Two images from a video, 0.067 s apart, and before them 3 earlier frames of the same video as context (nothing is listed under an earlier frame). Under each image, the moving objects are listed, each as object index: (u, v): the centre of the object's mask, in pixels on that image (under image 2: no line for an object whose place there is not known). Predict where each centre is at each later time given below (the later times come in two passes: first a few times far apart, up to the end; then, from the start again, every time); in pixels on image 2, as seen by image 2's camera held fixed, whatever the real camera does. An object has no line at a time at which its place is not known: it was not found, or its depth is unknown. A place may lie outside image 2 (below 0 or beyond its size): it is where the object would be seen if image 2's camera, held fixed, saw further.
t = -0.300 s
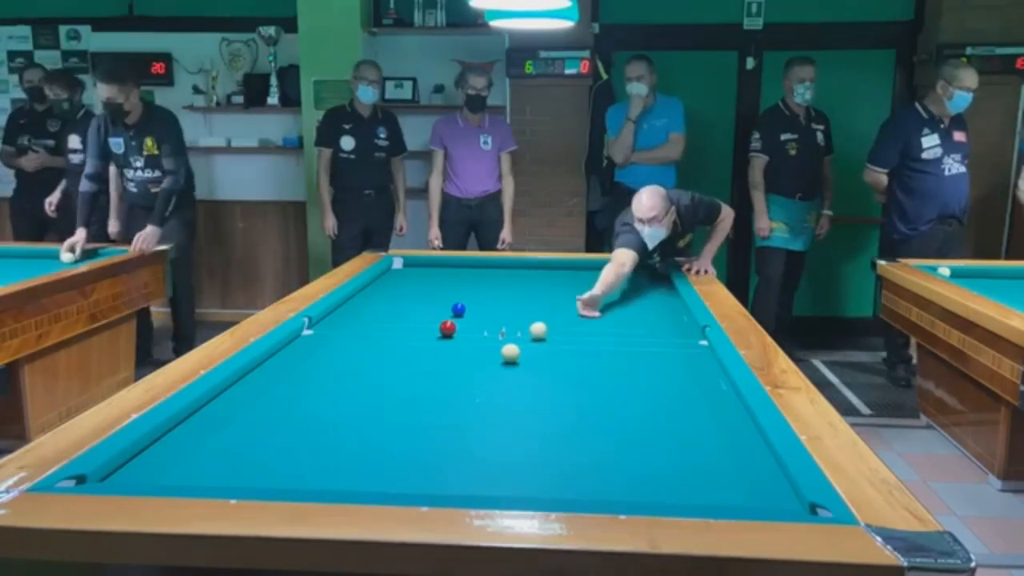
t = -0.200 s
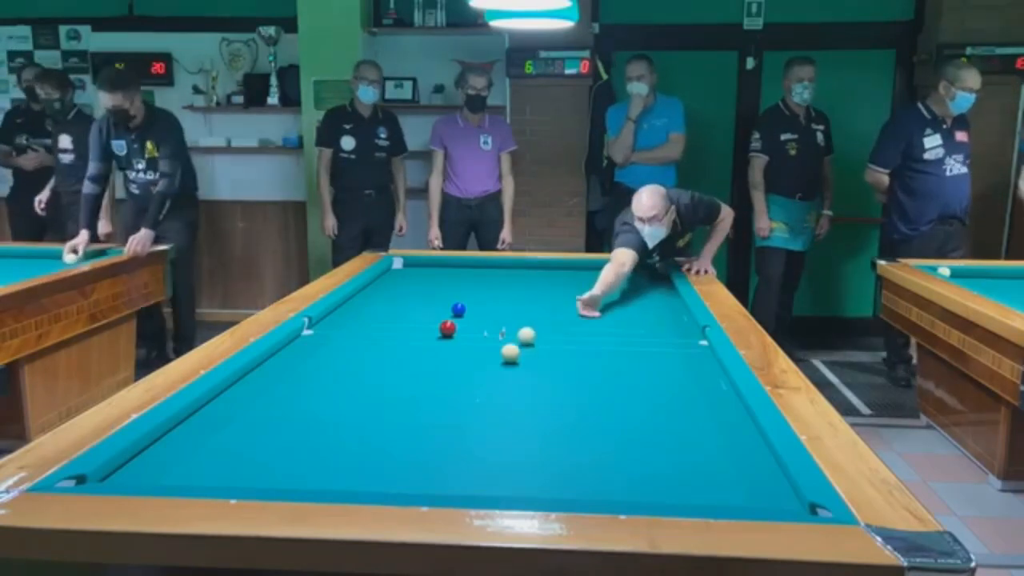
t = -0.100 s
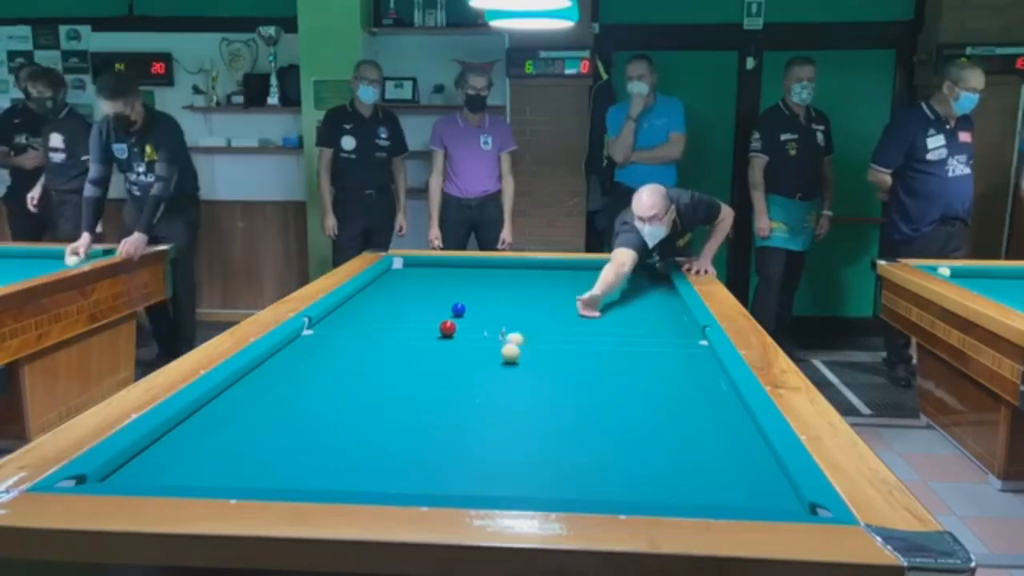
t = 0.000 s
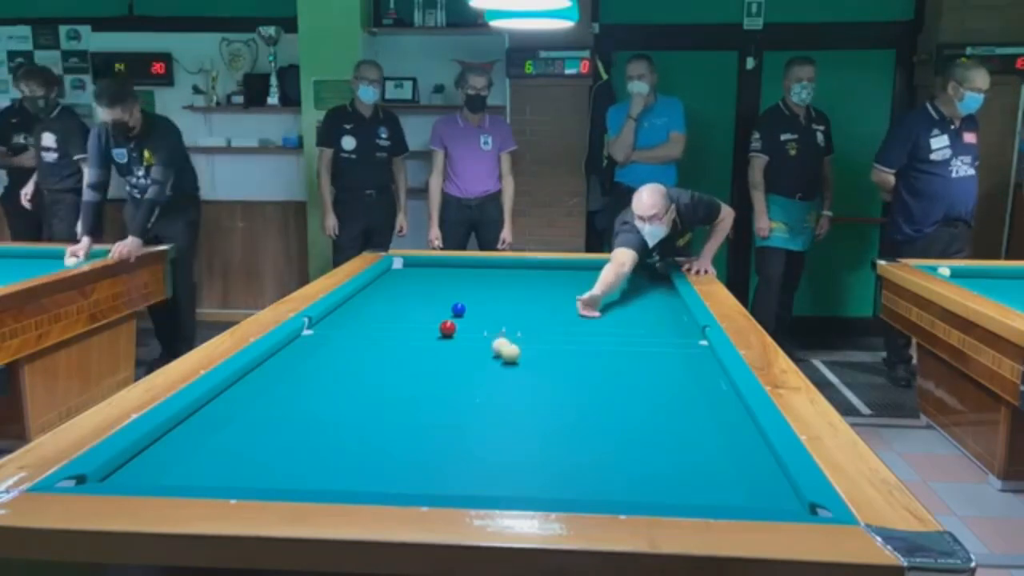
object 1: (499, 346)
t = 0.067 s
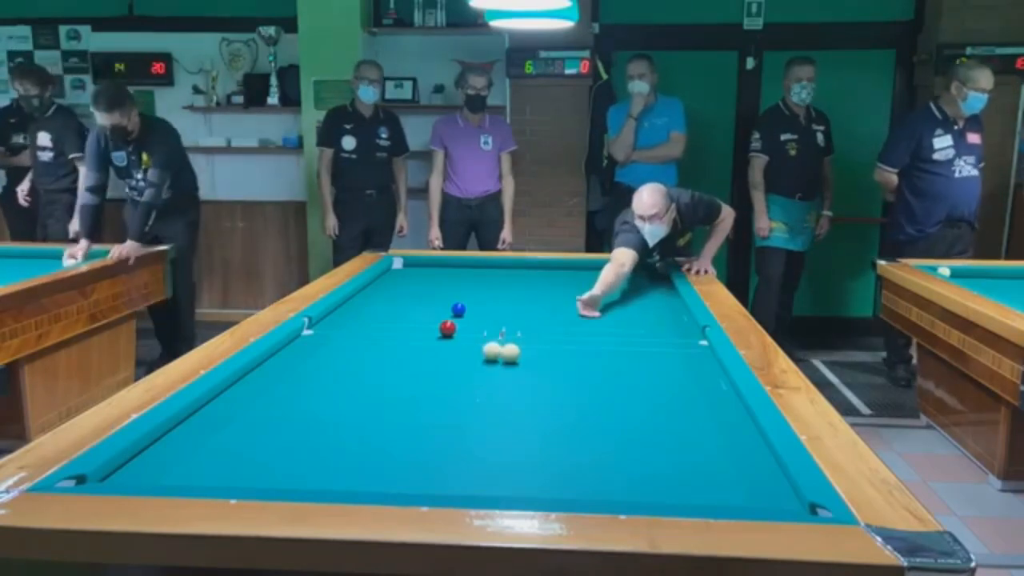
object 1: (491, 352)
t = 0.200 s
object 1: (472, 360)
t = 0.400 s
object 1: (442, 374)
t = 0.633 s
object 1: (401, 393)
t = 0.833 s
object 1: (361, 410)
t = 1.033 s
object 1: (316, 431)
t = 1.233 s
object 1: (264, 453)
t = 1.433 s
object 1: (207, 475)
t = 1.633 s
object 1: (182, 474)
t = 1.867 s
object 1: (181, 458)
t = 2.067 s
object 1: (180, 443)
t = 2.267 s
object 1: (180, 429)
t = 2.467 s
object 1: (197, 418)
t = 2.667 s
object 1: (217, 409)
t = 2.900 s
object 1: (238, 399)
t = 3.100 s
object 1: (255, 392)
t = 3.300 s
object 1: (270, 385)
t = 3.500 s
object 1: (284, 378)
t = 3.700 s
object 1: (297, 372)
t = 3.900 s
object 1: (310, 366)
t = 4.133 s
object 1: (322, 360)
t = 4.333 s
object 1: (333, 355)
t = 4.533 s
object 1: (342, 350)
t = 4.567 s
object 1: (344, 350)
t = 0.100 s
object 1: (487, 354)
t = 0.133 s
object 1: (482, 356)
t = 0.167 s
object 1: (477, 358)
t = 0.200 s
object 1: (472, 360)
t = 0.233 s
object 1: (468, 362)
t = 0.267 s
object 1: (463, 365)
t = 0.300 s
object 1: (458, 367)
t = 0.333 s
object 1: (452, 369)
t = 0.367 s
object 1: (447, 371)
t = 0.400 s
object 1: (442, 374)
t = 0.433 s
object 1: (436, 376)
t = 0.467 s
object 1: (431, 379)
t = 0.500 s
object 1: (425, 381)
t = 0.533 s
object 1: (419, 384)
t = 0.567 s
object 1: (413, 387)
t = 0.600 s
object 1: (407, 390)
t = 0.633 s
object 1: (401, 393)
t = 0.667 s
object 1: (395, 396)
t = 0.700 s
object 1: (388, 399)
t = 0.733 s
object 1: (381, 401)
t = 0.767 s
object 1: (375, 405)
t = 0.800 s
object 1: (368, 408)
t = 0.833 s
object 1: (361, 410)
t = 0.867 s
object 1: (353, 414)
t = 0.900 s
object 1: (346, 417)
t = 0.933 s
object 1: (339, 421)
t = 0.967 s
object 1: (331, 424)
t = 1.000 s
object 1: (323, 427)
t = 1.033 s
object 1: (316, 431)
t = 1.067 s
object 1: (308, 434)
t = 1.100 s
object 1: (300, 438)
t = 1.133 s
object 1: (291, 441)
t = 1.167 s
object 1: (283, 445)
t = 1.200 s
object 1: (274, 449)
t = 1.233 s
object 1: (264, 453)
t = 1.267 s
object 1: (256, 456)
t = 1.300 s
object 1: (246, 461)
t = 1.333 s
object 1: (236, 466)
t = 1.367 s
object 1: (226, 470)
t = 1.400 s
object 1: (217, 472)
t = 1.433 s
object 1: (207, 475)
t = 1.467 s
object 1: (196, 478)
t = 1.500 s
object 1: (186, 480)
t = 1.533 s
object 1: (180, 480)
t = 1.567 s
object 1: (182, 478)
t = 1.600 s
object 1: (182, 476)
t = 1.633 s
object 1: (182, 474)
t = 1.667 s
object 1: (181, 472)
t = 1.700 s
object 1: (181, 470)
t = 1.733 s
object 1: (181, 469)
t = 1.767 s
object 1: (181, 466)
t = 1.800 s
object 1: (181, 463)
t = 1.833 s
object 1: (181, 460)
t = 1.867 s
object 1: (181, 458)
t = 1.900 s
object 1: (180, 455)
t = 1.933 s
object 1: (180, 453)
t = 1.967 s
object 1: (180, 450)
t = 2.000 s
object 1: (180, 448)
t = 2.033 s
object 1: (180, 445)
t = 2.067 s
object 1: (180, 443)
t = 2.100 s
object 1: (180, 440)
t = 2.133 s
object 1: (180, 438)
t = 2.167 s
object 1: (180, 436)
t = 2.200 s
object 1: (180, 433)
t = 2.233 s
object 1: (180, 432)
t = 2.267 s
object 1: (180, 429)
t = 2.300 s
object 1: (180, 427)
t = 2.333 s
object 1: (182, 424)
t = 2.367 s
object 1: (186, 423)
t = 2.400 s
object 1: (189, 421)
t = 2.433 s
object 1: (193, 420)
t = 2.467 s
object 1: (197, 418)
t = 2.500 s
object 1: (200, 416)
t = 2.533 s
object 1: (203, 415)
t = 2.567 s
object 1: (206, 413)
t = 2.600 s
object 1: (210, 412)
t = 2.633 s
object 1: (213, 411)
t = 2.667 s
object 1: (217, 409)
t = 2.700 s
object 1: (220, 407)
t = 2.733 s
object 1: (223, 406)
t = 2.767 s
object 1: (226, 405)
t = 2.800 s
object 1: (229, 404)
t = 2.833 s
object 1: (232, 402)
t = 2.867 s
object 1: (235, 400)
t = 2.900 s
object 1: (238, 399)
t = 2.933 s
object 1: (241, 398)
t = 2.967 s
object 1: (244, 397)
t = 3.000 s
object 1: (246, 396)
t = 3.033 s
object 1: (249, 394)
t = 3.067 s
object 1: (252, 393)
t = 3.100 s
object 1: (255, 392)
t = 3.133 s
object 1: (257, 390)
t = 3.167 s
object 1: (260, 389)
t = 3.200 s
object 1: (262, 388)
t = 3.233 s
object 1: (265, 387)
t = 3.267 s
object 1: (267, 386)
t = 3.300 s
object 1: (270, 385)
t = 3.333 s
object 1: (272, 383)
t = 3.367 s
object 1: (274, 383)
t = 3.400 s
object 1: (277, 381)
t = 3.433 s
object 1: (280, 380)
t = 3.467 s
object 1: (282, 379)
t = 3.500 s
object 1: (284, 378)
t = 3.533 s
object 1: (286, 377)
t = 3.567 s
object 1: (289, 376)
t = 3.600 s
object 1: (291, 375)
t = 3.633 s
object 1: (293, 374)
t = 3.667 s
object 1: (295, 373)
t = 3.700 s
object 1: (297, 372)
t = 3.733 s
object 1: (299, 371)
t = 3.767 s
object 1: (301, 370)
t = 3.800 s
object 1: (303, 369)
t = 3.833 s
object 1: (305, 368)
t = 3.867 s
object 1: (307, 367)
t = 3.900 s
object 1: (310, 366)
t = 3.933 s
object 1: (311, 365)
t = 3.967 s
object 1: (313, 364)
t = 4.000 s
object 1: (315, 363)
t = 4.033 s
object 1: (317, 362)
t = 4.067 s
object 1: (319, 362)
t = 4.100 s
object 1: (321, 361)
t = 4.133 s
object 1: (322, 360)
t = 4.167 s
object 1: (324, 359)
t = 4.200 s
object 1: (326, 358)
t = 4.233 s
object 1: (328, 357)
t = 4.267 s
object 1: (329, 357)
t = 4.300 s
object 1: (331, 356)
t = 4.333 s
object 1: (333, 355)
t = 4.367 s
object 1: (335, 354)
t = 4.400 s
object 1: (336, 354)
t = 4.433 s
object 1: (338, 353)
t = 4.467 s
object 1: (339, 352)
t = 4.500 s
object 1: (341, 351)
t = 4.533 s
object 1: (342, 350)
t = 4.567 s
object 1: (344, 350)
